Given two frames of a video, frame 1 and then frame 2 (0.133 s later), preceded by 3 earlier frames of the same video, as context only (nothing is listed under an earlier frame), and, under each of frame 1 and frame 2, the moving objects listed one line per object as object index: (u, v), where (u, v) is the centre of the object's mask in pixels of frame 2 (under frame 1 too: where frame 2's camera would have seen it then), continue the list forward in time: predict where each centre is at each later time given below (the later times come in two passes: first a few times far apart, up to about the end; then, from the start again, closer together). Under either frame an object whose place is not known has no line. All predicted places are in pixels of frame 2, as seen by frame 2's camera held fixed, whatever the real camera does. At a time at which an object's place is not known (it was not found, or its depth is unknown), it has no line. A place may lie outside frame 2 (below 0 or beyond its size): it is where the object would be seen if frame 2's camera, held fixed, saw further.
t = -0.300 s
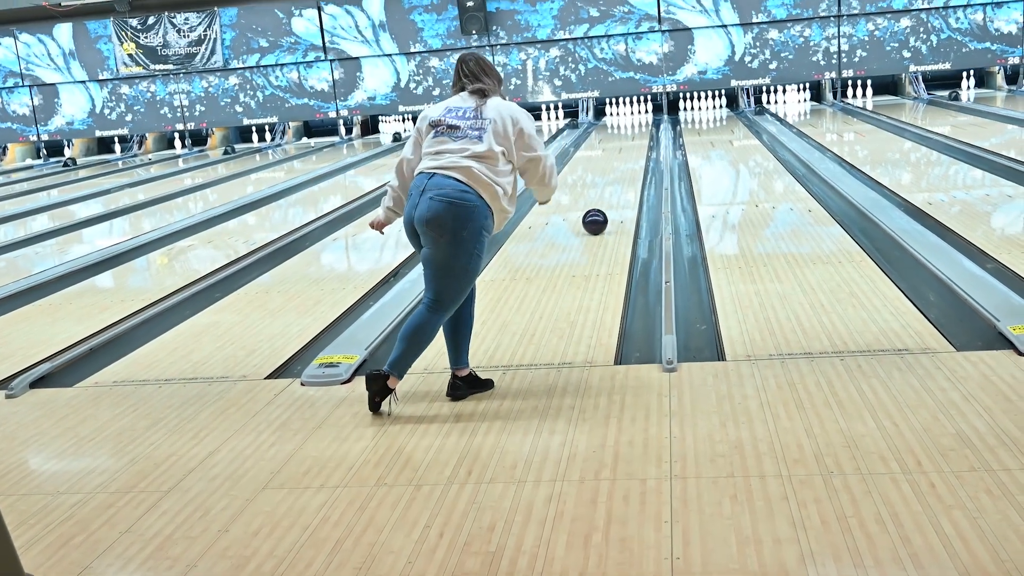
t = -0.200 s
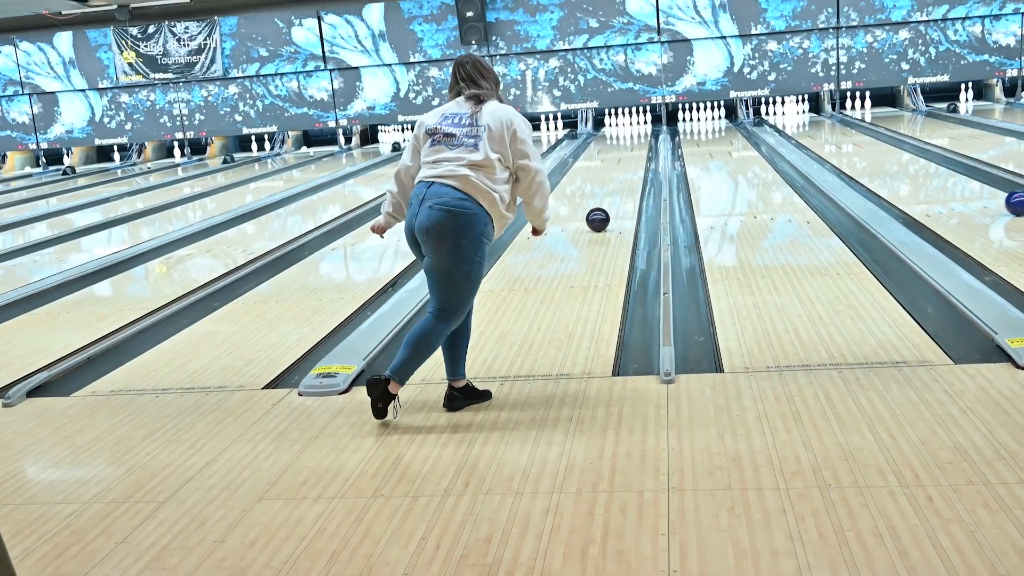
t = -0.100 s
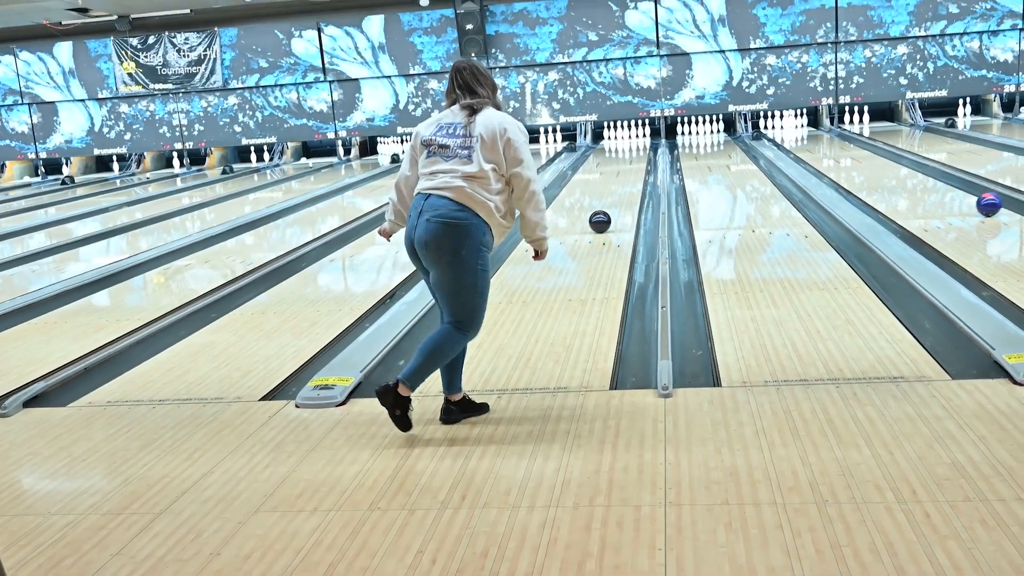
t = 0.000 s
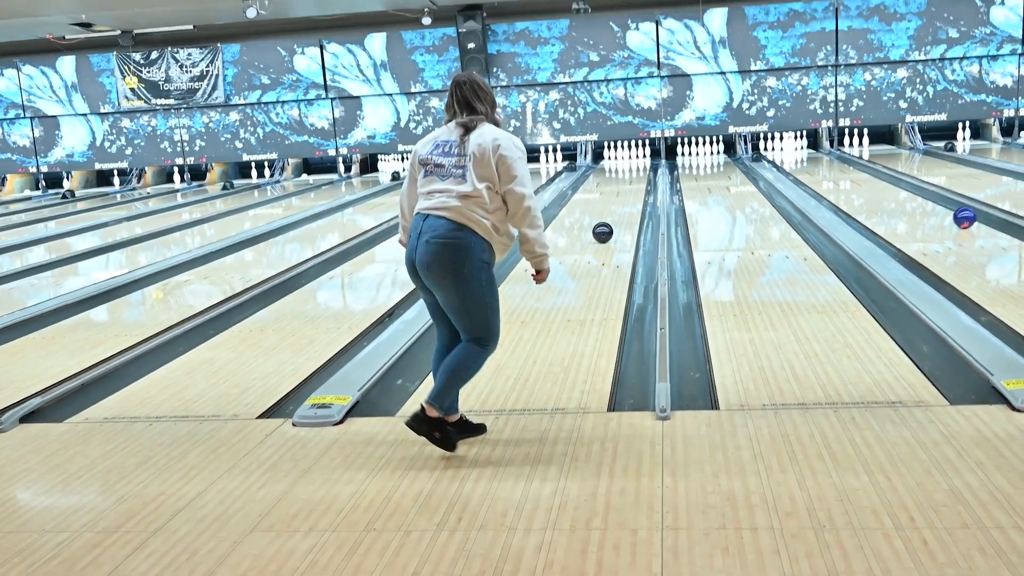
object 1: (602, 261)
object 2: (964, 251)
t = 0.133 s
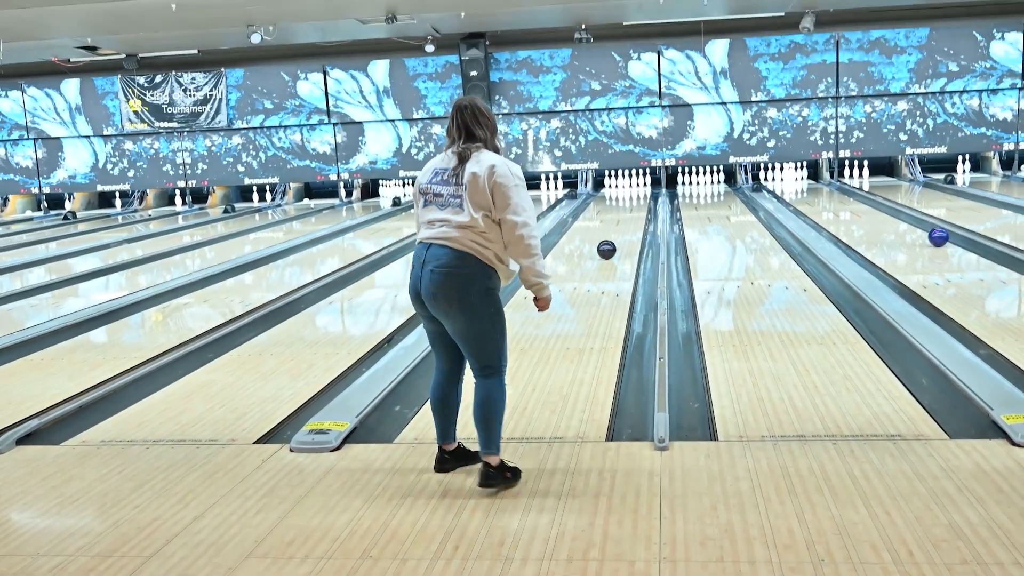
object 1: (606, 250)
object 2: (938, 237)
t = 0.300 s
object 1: (610, 238)
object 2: (912, 224)
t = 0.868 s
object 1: (619, 212)
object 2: (851, 196)
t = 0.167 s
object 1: (607, 247)
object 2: (933, 234)
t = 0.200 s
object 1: (608, 245)
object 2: (927, 231)
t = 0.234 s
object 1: (609, 243)
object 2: (922, 228)
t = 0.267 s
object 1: (610, 240)
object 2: (917, 226)
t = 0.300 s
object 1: (610, 238)
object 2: (912, 224)
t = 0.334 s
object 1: (611, 237)
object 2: (908, 221)
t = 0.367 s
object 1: (612, 235)
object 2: (903, 219)
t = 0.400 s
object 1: (612, 233)
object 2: (899, 218)
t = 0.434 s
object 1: (613, 231)
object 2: (895, 216)
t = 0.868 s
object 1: (619, 212)
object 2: (851, 196)
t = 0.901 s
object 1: (620, 211)
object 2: (848, 196)
